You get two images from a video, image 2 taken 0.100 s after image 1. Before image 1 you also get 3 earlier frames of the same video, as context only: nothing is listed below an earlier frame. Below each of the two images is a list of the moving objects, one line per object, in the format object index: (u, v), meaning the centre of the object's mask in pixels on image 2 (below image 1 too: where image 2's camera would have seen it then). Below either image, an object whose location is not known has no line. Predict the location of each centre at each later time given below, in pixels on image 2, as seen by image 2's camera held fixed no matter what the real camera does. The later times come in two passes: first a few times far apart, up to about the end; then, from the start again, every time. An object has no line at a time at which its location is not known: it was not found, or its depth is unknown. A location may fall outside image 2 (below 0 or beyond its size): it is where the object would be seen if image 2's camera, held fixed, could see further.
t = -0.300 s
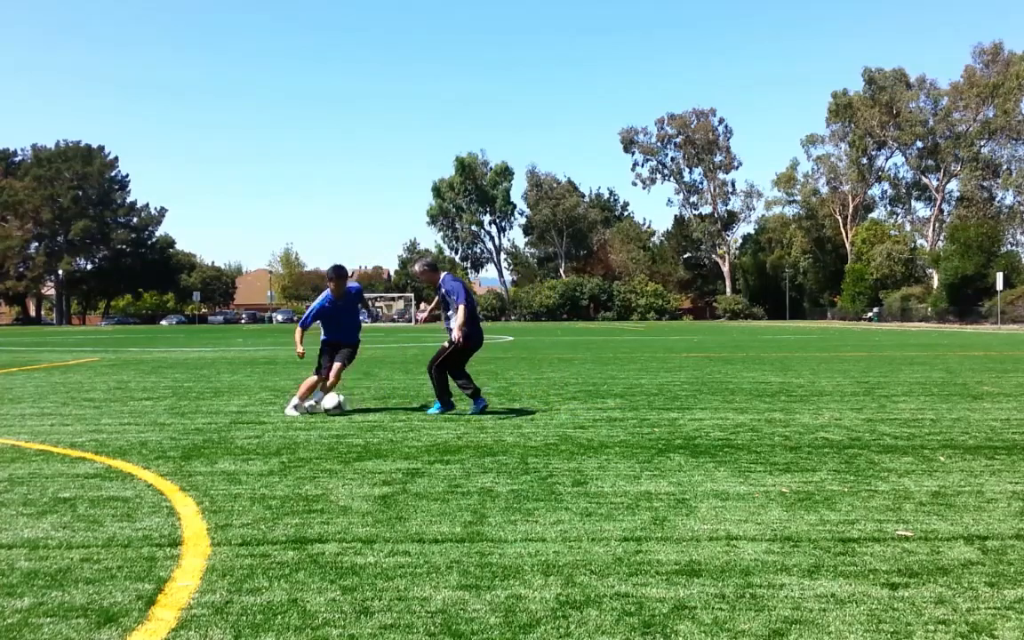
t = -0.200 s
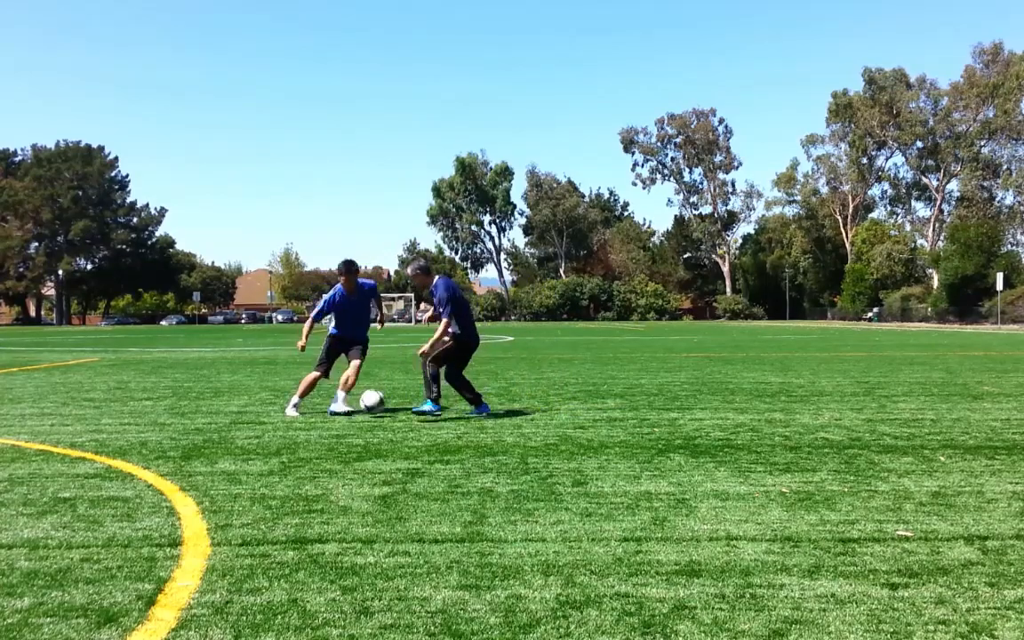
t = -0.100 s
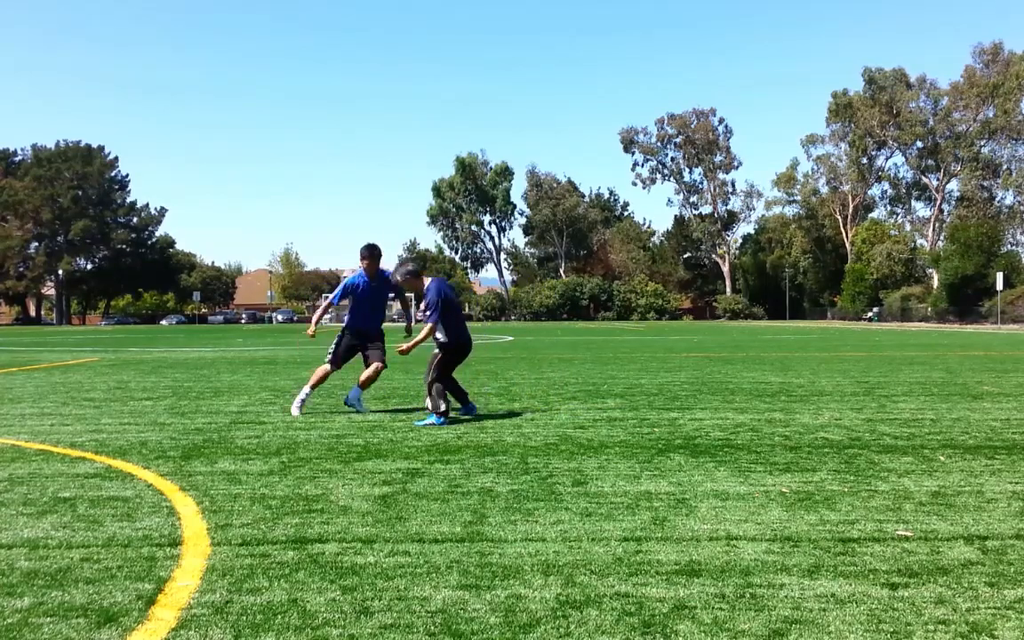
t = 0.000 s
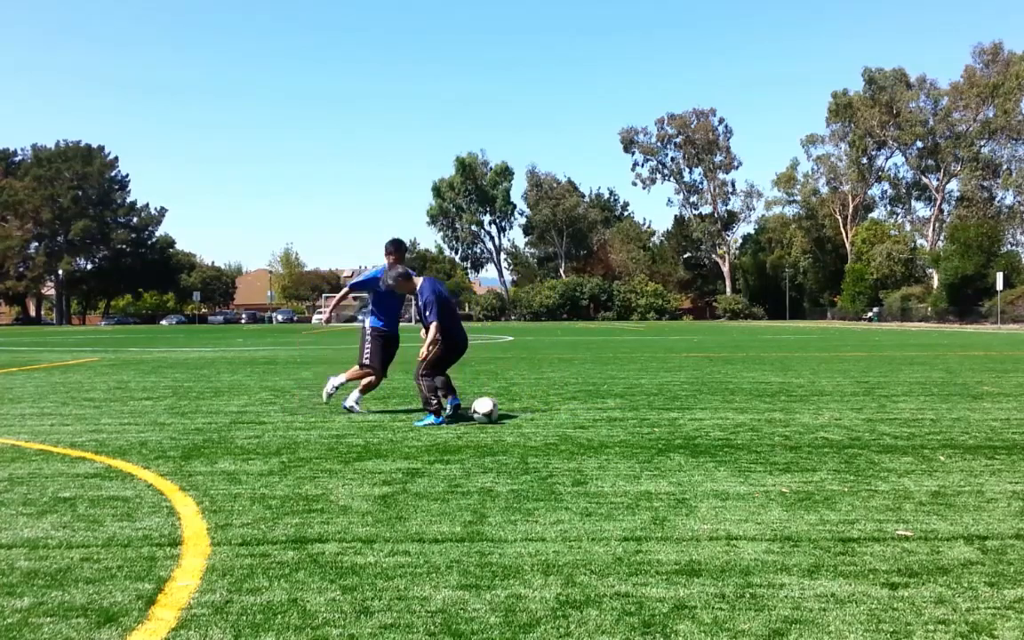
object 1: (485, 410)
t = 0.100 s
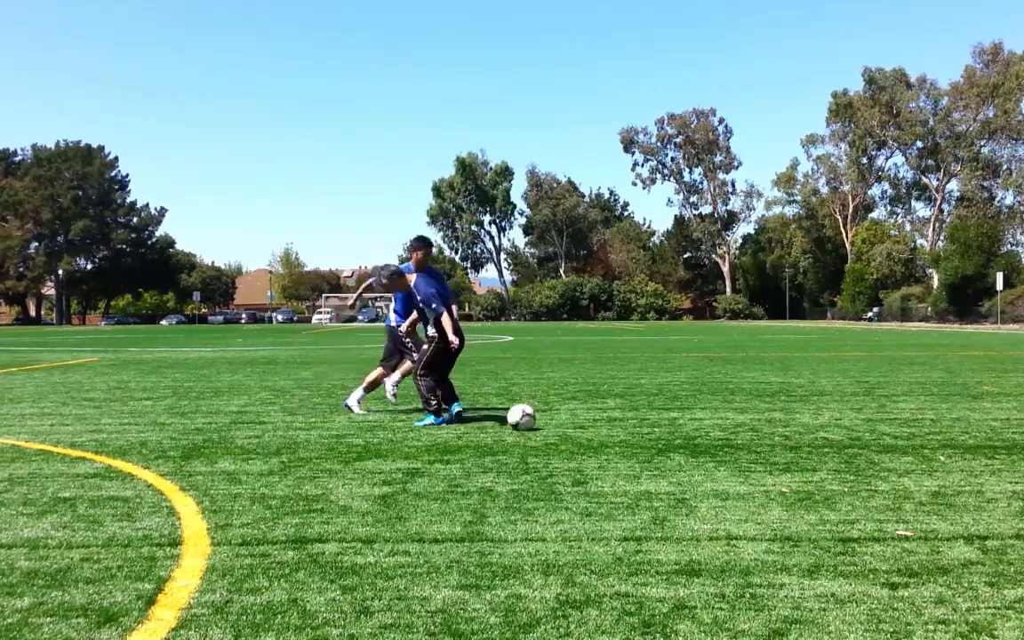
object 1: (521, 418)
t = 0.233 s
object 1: (568, 425)
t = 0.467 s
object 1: (650, 439)
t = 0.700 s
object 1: (742, 454)
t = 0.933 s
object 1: (854, 473)
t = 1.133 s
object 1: (967, 491)
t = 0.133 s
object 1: (533, 418)
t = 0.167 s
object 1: (545, 421)
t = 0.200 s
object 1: (556, 423)
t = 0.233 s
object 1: (568, 425)
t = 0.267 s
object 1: (579, 427)
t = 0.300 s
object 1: (591, 428)
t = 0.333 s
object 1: (602, 431)
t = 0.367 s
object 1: (614, 433)
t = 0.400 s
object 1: (626, 434)
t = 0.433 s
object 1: (638, 437)
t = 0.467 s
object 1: (650, 439)
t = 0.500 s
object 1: (662, 440)
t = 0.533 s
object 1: (674, 443)
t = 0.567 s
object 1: (688, 446)
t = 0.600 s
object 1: (701, 447)
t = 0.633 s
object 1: (715, 449)
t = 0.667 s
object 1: (728, 452)
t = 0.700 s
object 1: (742, 454)
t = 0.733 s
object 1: (758, 457)
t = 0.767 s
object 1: (773, 460)
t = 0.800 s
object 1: (788, 462)
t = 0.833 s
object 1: (804, 464)
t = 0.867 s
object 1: (820, 467)
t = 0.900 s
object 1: (836, 471)
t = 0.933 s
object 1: (854, 473)
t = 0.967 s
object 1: (872, 476)
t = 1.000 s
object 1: (890, 479)
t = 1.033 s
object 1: (909, 483)
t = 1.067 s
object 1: (929, 486)
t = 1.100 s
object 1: (948, 488)
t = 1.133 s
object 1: (967, 491)
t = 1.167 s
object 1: (988, 495)
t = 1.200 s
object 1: (1004, 498)
